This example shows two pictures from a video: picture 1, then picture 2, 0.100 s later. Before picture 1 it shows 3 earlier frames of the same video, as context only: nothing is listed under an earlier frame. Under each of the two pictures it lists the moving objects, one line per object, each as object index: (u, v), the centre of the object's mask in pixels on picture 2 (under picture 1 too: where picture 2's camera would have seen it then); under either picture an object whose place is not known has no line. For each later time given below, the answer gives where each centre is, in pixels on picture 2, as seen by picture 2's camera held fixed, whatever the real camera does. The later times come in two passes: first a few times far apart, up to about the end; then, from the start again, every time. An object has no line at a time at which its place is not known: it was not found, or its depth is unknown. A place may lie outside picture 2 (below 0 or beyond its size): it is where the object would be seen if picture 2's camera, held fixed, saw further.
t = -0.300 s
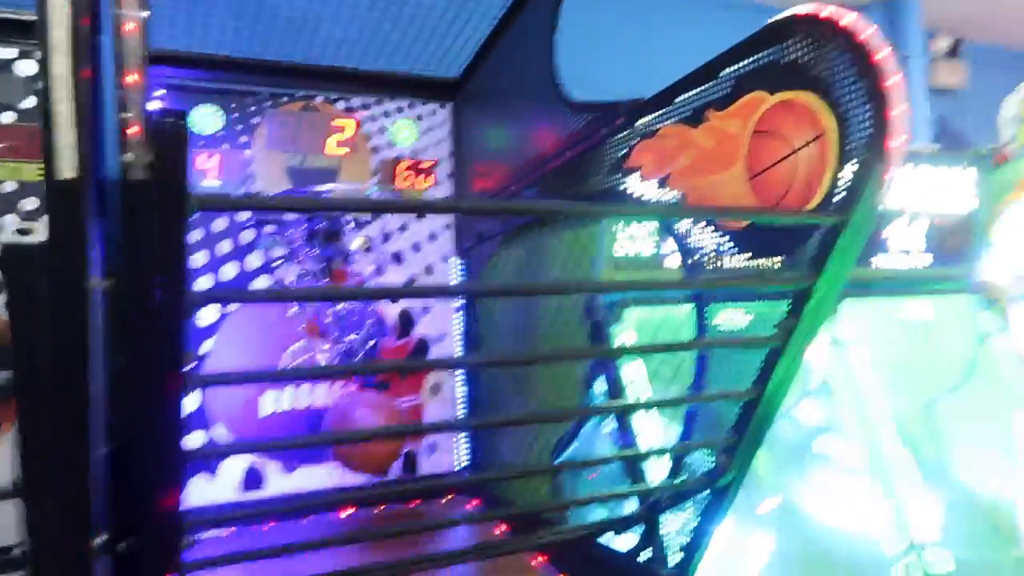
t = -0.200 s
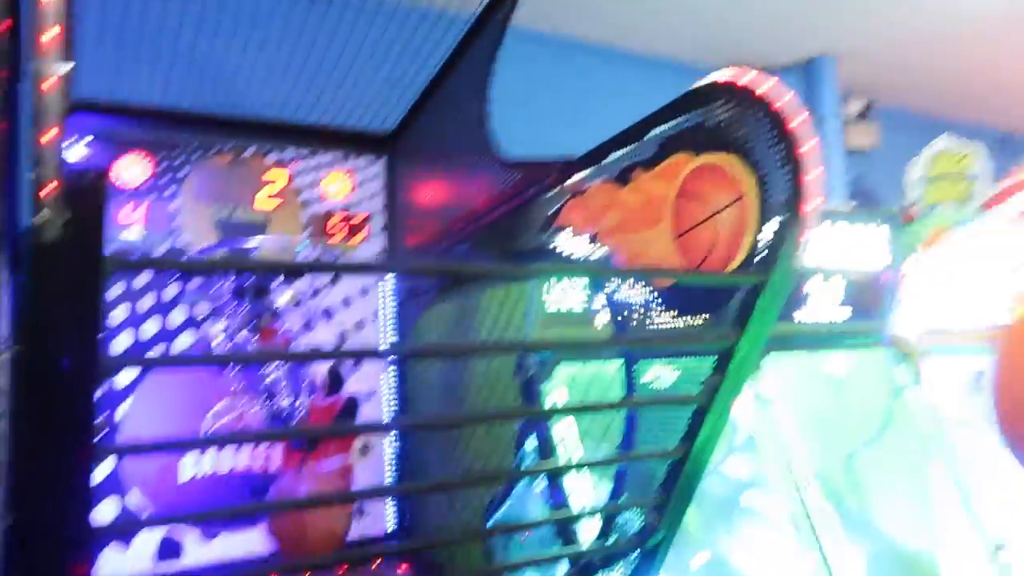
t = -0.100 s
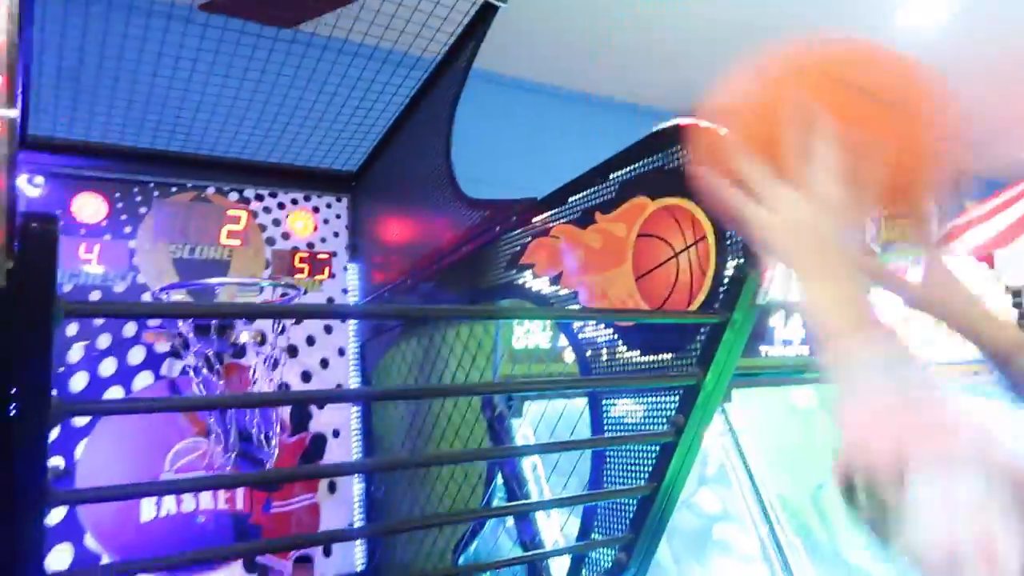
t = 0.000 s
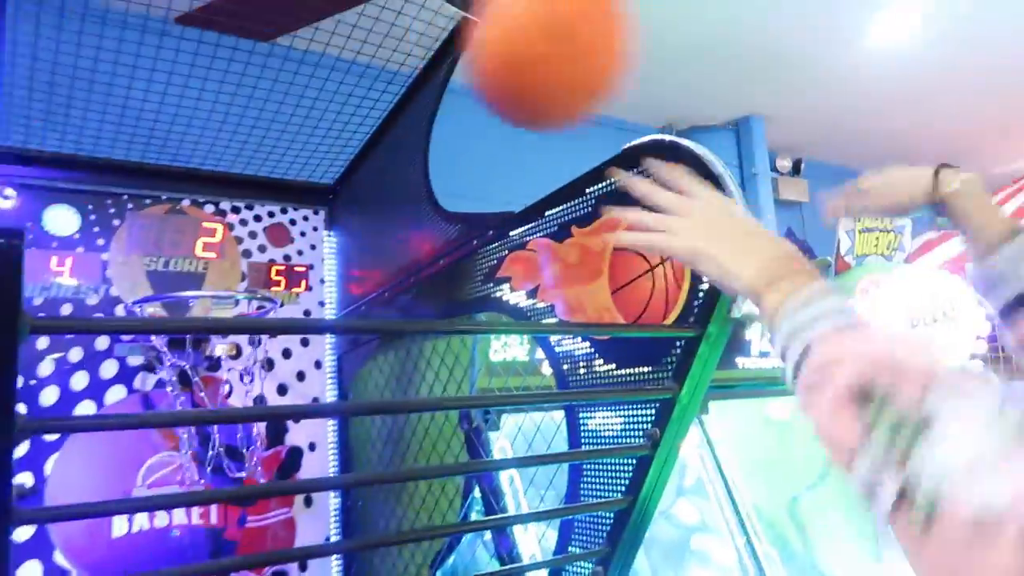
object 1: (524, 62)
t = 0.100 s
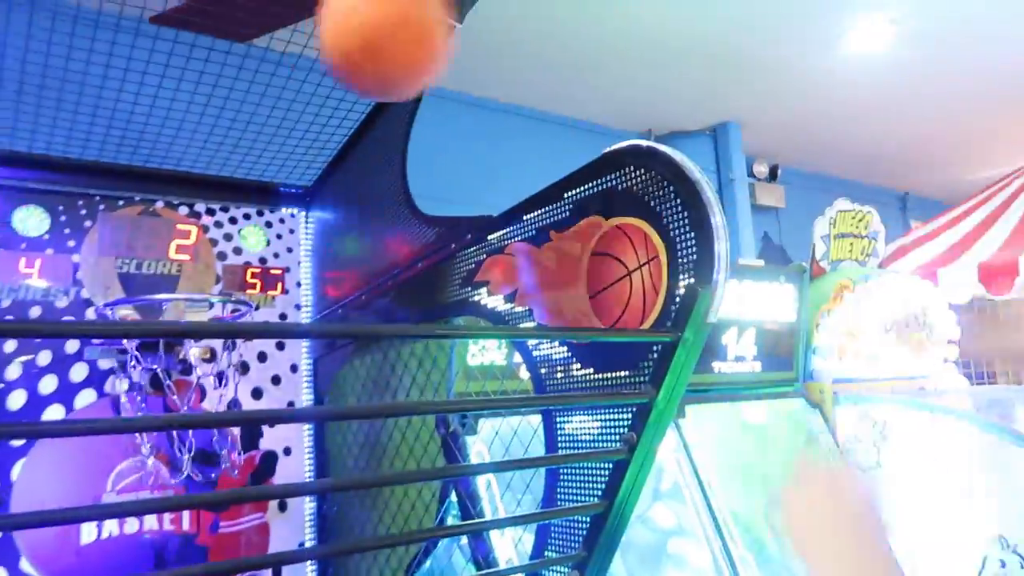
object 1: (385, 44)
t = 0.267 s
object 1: (243, 107)
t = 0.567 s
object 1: (147, 229)
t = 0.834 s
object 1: (164, 258)
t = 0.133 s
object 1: (351, 47)
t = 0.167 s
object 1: (318, 53)
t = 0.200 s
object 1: (291, 66)
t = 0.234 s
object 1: (266, 84)
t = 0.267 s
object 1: (243, 107)
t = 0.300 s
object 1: (222, 133)
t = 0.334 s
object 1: (203, 156)
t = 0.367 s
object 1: (186, 188)
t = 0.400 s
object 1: (169, 222)
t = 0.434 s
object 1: (154, 255)
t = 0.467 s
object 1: (143, 284)
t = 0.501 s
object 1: (138, 258)
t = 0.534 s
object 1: (144, 248)
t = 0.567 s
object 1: (147, 229)
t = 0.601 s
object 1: (150, 216)
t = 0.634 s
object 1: (153, 205)
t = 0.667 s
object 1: (156, 200)
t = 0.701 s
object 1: (158, 201)
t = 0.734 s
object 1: (159, 208)
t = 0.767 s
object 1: (161, 221)
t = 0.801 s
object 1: (164, 239)
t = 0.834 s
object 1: (164, 258)
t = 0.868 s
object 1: (166, 271)
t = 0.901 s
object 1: (164, 290)
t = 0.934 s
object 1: (170, 332)
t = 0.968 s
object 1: (176, 354)
